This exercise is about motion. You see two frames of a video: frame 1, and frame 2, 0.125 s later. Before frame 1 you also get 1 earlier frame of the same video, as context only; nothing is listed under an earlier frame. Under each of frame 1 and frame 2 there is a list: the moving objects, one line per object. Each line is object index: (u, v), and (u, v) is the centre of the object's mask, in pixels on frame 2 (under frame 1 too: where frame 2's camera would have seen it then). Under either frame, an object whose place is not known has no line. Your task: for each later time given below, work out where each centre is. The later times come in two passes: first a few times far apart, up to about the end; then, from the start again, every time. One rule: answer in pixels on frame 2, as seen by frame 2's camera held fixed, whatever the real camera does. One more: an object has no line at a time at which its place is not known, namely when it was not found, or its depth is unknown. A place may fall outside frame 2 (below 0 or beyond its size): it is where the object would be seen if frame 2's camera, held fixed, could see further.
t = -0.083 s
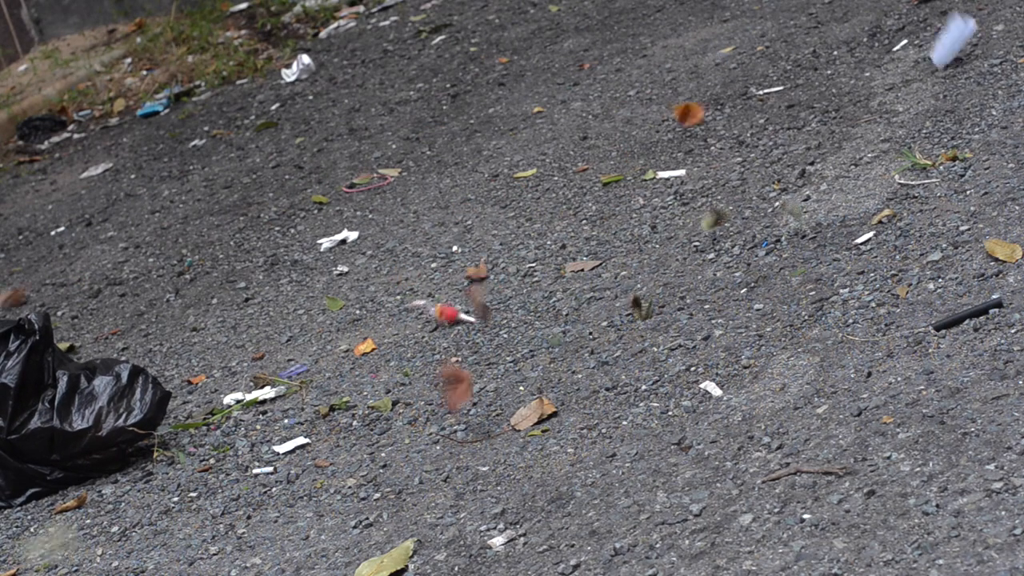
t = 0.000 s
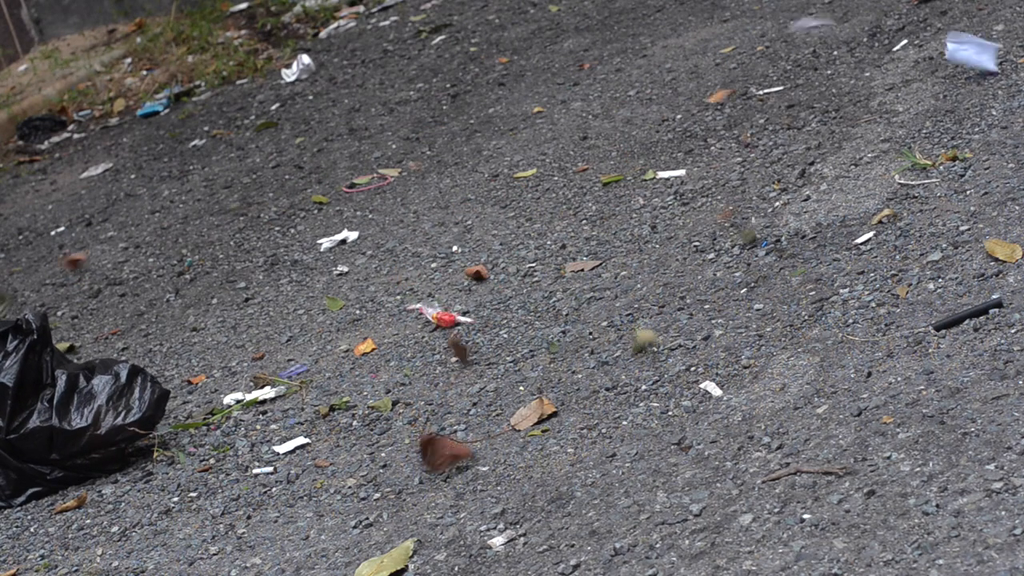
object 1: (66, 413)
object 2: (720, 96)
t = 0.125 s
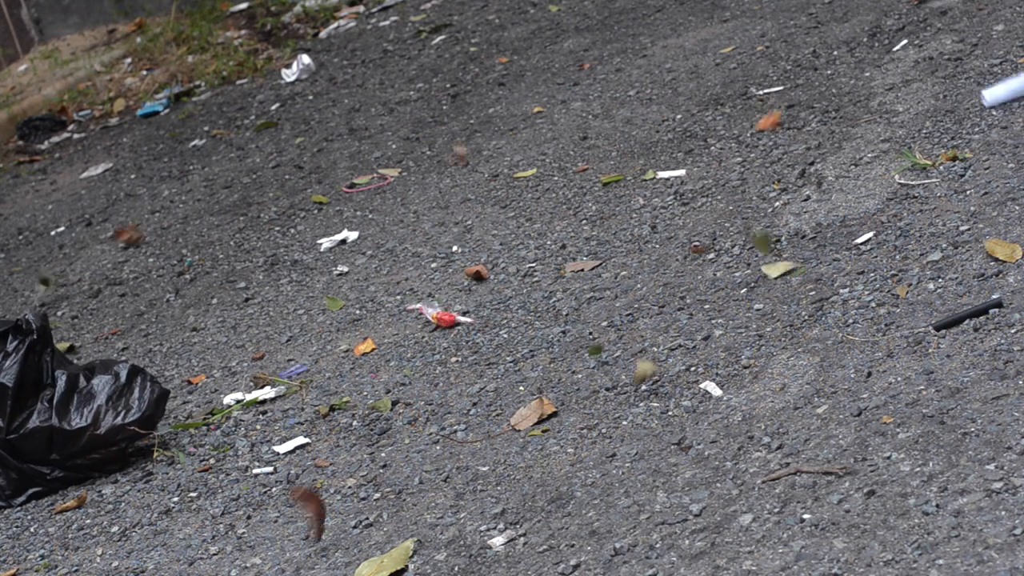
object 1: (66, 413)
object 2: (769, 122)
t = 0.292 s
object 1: (66, 413)
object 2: (798, 132)
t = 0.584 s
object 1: (70, 404)
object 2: (810, 139)
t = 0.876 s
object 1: (73, 399)
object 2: (795, 172)
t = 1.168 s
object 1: (74, 396)
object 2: (756, 296)
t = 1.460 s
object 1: (76, 394)
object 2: (651, 412)
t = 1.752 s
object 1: (77, 394)
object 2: (645, 449)
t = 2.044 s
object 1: (77, 397)
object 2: (645, 453)
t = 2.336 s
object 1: (76, 398)
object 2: (645, 453)
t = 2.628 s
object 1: (79, 394)
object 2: (645, 453)
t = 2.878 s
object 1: (82, 392)
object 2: (645, 453)
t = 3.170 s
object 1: (86, 388)
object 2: (646, 453)
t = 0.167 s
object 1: (66, 413)
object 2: (783, 115)
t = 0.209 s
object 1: (66, 413)
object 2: (797, 120)
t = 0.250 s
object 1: (66, 413)
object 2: (802, 133)
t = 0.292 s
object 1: (66, 413)
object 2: (798, 132)
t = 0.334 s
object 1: (66, 412)
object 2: (788, 132)
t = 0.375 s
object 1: (67, 410)
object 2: (779, 133)
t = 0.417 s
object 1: (68, 409)
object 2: (776, 138)
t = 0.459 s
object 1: (68, 407)
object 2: (781, 146)
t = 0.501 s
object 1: (69, 406)
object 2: (790, 146)
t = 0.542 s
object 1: (69, 405)
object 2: (801, 141)
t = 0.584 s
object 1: (70, 404)
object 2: (810, 139)
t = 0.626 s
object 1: (71, 403)
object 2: (812, 140)
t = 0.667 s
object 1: (71, 402)
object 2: (810, 149)
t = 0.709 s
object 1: (71, 401)
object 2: (809, 151)
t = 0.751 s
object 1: (72, 400)
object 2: (805, 160)
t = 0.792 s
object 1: (73, 398)
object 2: (800, 176)
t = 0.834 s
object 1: (73, 398)
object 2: (796, 174)
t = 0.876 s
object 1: (73, 399)
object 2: (795, 172)
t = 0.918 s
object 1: (73, 398)
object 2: (804, 190)
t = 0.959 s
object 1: (73, 397)
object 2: (816, 221)
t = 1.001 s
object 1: (74, 397)
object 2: (826, 234)
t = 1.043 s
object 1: (74, 397)
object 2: (819, 242)
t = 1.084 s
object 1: (74, 396)
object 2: (800, 253)
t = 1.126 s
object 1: (74, 396)
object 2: (767, 262)
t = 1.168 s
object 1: (74, 396)
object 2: (756, 296)
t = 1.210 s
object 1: (74, 396)
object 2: (748, 299)
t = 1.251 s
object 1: (75, 396)
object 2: (741, 299)
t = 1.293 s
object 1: (75, 396)
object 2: (731, 330)
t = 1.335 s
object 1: (75, 395)
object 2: (684, 351)
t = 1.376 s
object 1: (76, 395)
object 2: (645, 386)
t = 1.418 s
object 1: (76, 395)
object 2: (641, 390)
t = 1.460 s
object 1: (76, 394)
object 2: (651, 412)
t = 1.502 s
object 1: (77, 394)
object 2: (651, 414)
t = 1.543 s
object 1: (77, 394)
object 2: (652, 418)
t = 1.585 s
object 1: (77, 394)
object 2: (651, 425)
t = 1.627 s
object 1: (77, 394)
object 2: (645, 430)
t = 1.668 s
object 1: (77, 394)
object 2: (645, 436)
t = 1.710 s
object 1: (77, 394)
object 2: (645, 444)
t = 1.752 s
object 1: (77, 394)
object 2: (645, 449)
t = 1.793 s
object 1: (77, 395)
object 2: (644, 452)
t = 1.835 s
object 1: (77, 395)
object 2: (645, 453)
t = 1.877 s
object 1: (77, 395)
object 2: (645, 453)
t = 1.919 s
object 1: (77, 396)
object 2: (645, 453)
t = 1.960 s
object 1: (77, 396)
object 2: (645, 453)
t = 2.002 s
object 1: (77, 396)
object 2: (645, 453)
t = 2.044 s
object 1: (77, 397)
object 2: (645, 453)
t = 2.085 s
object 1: (77, 397)
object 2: (645, 453)
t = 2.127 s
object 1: (77, 397)
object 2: (645, 453)
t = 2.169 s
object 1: (77, 397)
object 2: (645, 453)
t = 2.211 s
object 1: (76, 397)
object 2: (645, 453)
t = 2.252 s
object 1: (76, 398)
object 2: (645, 453)
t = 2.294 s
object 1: (76, 398)
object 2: (645, 453)
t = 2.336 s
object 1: (76, 398)
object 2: (645, 453)
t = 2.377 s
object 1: (76, 398)
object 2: (645, 453)
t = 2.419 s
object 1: (77, 398)
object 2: (645, 453)
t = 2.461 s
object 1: (77, 397)
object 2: (645, 453)
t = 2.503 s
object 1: (77, 397)
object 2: (645, 453)
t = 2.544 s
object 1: (78, 396)
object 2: (645, 453)
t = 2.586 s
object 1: (78, 395)
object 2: (645, 453)
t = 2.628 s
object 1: (79, 394)
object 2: (645, 453)
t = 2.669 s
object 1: (79, 394)
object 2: (645, 453)
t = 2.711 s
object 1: (80, 393)
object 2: (645, 453)
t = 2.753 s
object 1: (80, 393)
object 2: (645, 453)
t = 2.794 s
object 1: (80, 393)
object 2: (645, 453)
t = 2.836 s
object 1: (81, 392)
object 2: (645, 453)
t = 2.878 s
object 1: (82, 392)
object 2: (645, 453)
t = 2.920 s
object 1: (83, 391)
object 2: (646, 453)
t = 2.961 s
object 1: (83, 390)
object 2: (646, 453)
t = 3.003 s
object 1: (83, 390)
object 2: (646, 453)
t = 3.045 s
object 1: (84, 390)
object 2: (646, 453)
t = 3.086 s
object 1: (85, 390)
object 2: (646, 453)
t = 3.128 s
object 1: (86, 389)
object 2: (646, 453)
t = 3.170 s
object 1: (86, 388)
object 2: (646, 453)
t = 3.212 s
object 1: (87, 388)
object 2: (646, 453)
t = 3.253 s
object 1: (87, 388)
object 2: (646, 453)
